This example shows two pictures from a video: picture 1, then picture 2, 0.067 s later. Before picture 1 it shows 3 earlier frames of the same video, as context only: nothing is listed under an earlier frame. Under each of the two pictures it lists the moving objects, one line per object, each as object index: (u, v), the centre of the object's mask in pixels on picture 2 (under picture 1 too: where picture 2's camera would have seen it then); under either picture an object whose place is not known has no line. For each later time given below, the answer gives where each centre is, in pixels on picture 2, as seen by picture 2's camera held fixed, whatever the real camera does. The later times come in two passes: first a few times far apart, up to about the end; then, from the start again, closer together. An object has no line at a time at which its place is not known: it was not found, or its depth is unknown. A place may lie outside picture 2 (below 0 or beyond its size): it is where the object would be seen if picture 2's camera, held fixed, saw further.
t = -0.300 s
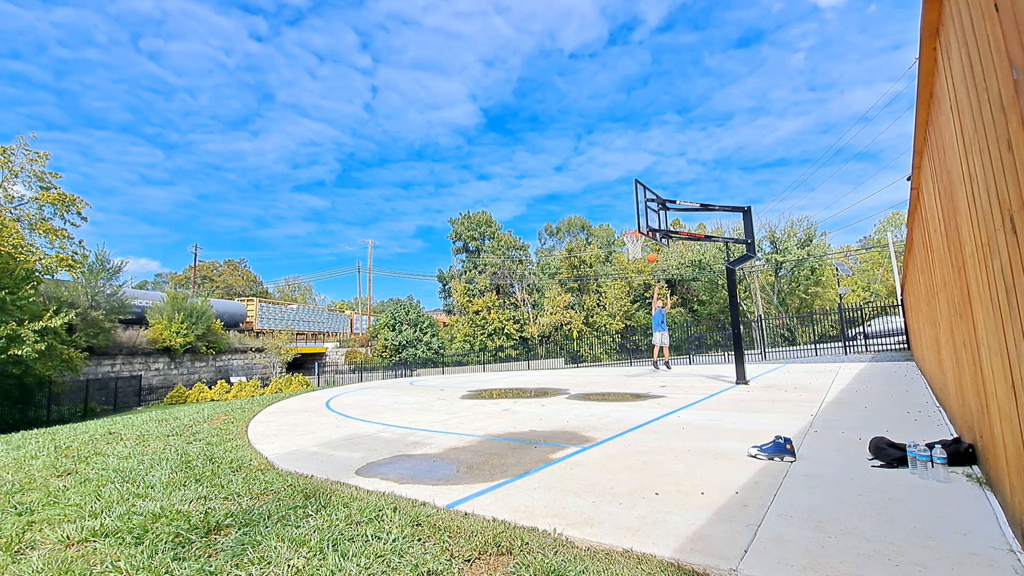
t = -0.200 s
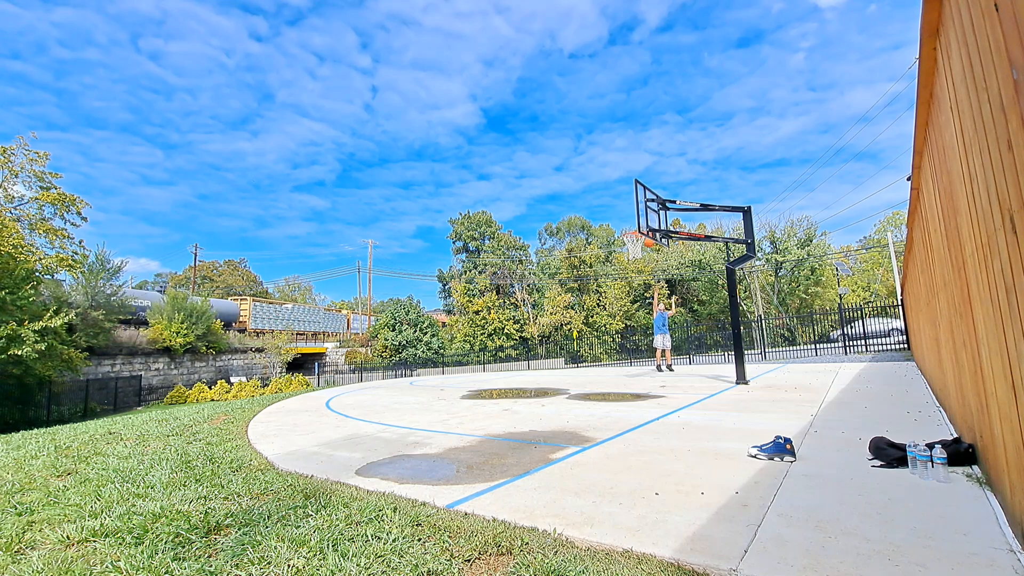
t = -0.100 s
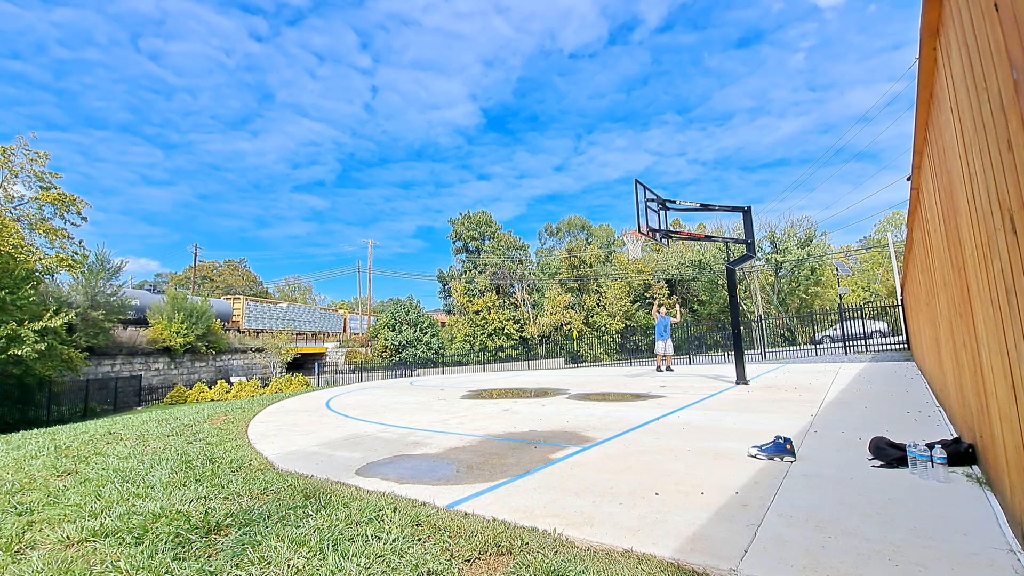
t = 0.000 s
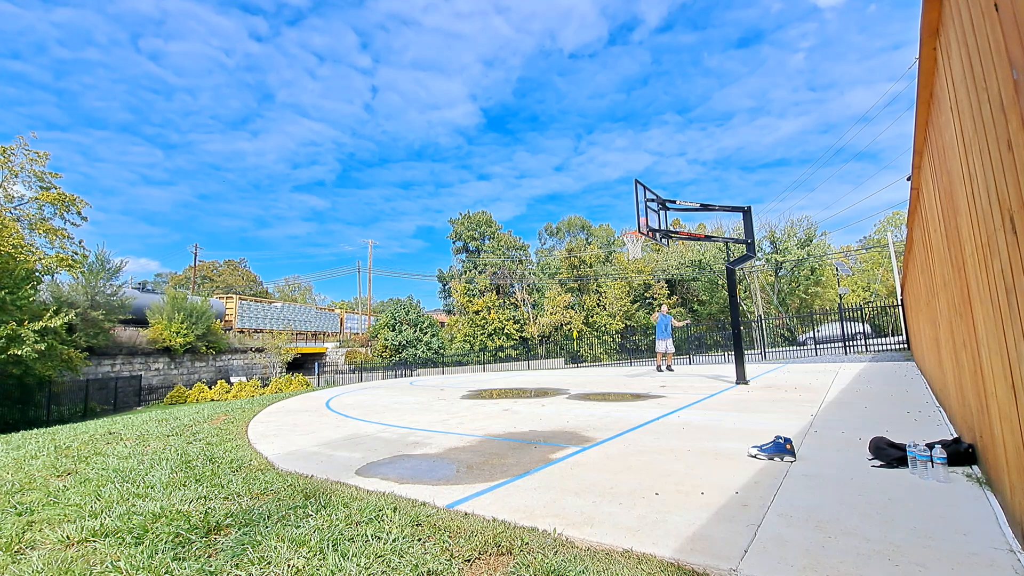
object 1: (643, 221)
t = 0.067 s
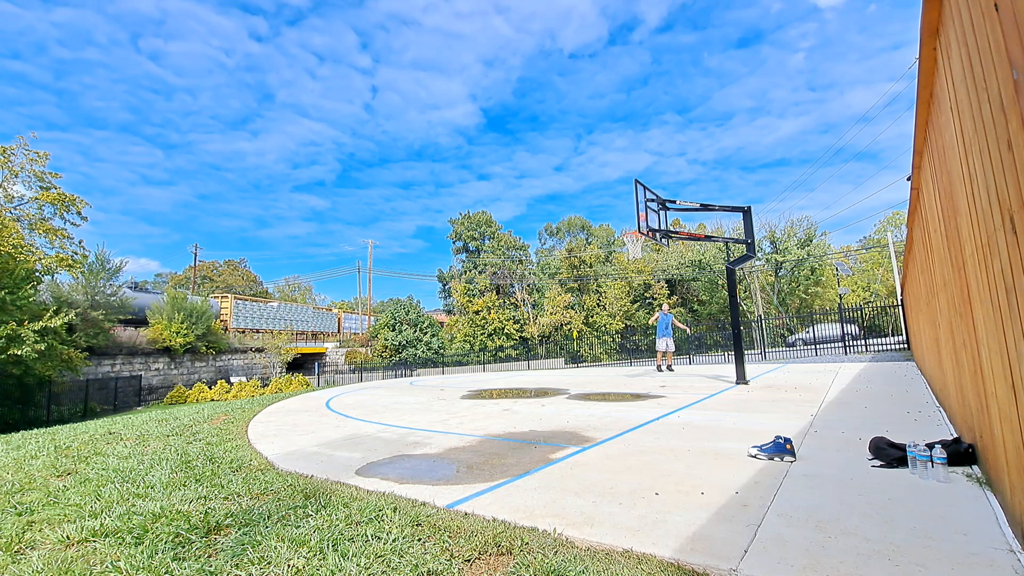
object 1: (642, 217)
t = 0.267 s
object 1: (639, 215)
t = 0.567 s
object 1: (633, 244)
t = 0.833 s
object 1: (633, 271)
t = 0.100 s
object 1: (642, 216)
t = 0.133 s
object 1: (642, 215)
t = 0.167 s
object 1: (640, 215)
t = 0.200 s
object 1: (639, 215)
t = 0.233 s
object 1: (639, 215)
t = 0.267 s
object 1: (639, 215)
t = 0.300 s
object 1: (636, 217)
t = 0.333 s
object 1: (636, 219)
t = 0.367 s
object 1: (634, 221)
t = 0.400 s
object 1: (633, 224)
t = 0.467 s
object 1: (634, 232)
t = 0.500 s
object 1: (634, 237)
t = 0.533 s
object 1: (634, 240)
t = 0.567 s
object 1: (633, 244)
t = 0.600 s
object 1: (633, 249)
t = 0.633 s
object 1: (633, 247)
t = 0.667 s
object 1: (633, 250)
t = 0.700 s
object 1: (633, 253)
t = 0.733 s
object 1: (633, 257)
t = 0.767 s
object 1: (633, 261)
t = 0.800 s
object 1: (633, 266)
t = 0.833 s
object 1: (633, 271)
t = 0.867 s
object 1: (633, 278)
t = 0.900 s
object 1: (633, 284)
